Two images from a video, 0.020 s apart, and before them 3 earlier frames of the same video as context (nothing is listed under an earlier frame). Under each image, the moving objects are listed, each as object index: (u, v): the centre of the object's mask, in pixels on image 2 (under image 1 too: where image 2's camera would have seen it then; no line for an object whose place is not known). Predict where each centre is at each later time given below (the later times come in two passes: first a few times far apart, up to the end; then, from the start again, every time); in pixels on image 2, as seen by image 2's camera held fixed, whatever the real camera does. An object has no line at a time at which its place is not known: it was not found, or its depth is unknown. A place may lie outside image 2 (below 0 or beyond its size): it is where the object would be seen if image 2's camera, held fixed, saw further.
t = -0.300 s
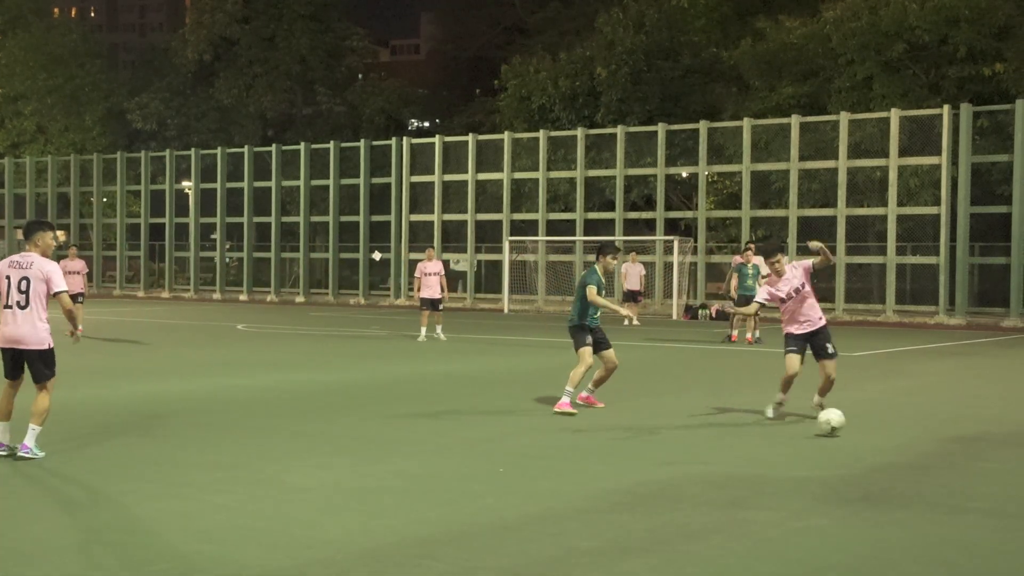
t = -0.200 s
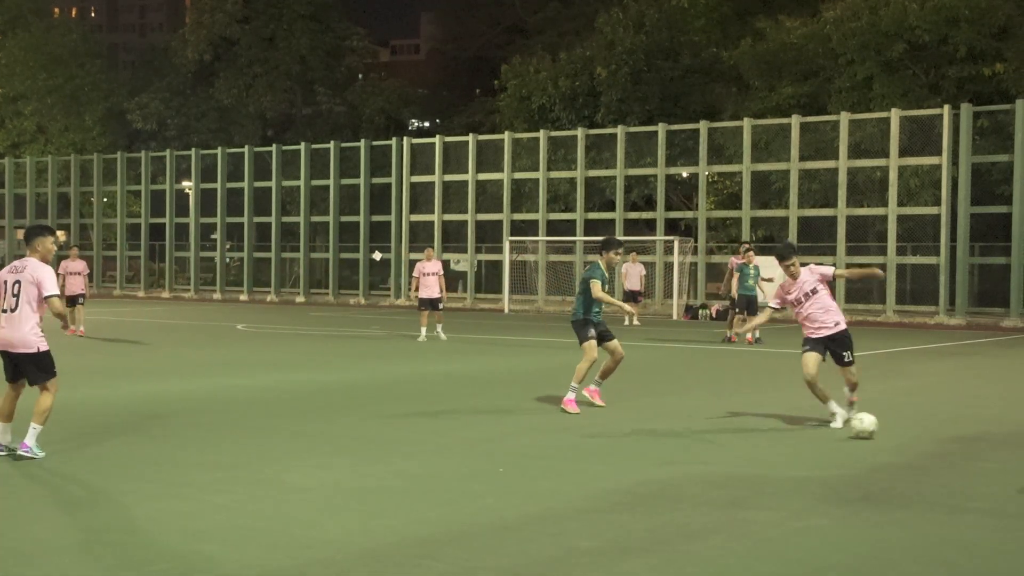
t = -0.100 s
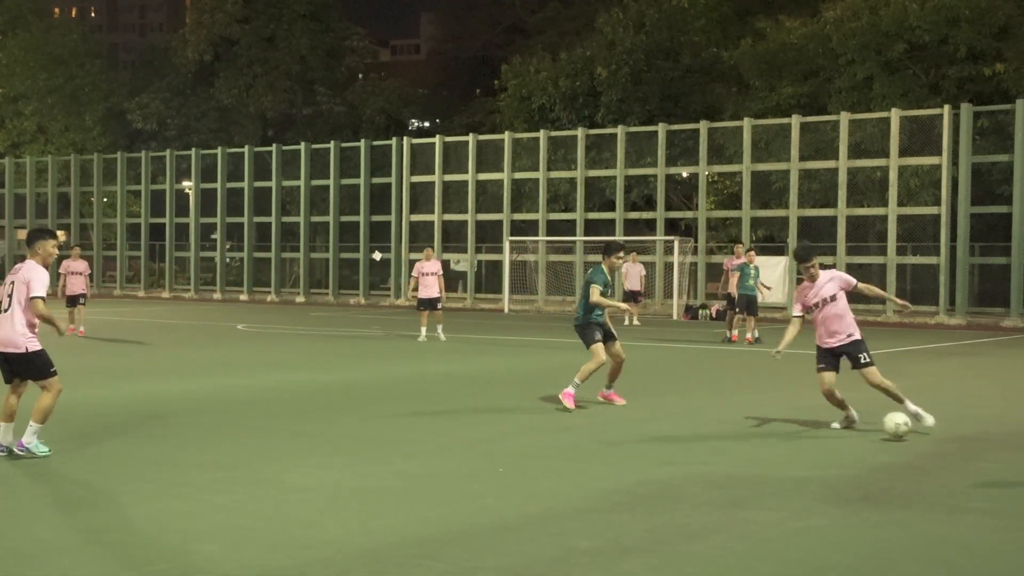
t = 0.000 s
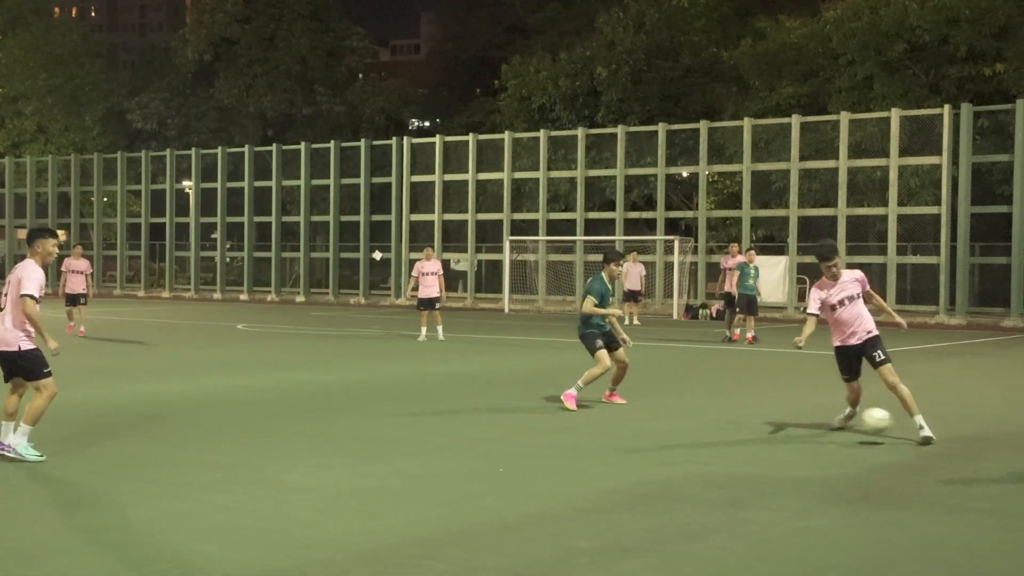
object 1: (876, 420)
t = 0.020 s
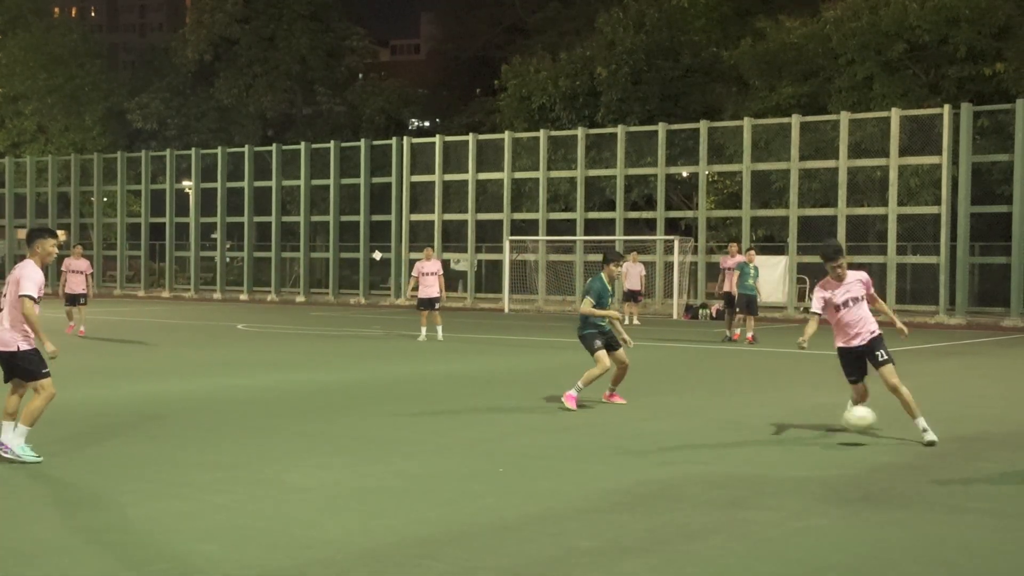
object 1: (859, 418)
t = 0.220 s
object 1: (680, 424)
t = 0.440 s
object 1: (478, 446)
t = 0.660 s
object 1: (297, 478)
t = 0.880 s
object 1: (129, 481)
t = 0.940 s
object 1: (80, 494)
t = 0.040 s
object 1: (842, 417)
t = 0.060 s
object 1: (825, 415)
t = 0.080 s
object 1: (809, 412)
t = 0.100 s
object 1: (791, 415)
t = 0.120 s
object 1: (773, 415)
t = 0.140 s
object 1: (754, 416)
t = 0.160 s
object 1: (736, 418)
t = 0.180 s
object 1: (717, 420)
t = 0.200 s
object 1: (700, 422)
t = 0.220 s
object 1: (680, 424)
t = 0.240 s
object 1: (658, 429)
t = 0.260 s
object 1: (638, 434)
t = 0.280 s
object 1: (617, 439)
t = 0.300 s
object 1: (597, 443)
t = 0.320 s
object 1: (575, 450)
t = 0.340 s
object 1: (554, 457)
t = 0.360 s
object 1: (538, 454)
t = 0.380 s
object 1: (523, 451)
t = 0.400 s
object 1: (509, 449)
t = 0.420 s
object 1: (494, 447)
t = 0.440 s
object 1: (478, 446)
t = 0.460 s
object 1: (464, 445)
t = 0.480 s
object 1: (449, 445)
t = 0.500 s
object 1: (433, 446)
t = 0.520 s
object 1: (416, 447)
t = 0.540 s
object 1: (401, 449)
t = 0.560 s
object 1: (385, 453)
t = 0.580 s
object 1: (368, 455)
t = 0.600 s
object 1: (351, 460)
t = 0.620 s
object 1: (333, 465)
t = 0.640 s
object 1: (315, 471)
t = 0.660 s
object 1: (297, 478)
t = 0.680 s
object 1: (283, 476)
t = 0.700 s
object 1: (268, 475)
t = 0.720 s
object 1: (254, 472)
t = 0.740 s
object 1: (238, 471)
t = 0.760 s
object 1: (224, 470)
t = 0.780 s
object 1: (208, 470)
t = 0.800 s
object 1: (192, 471)
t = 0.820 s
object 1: (177, 472)
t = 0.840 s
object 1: (162, 475)
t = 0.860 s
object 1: (145, 478)
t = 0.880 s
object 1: (129, 481)
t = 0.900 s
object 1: (111, 486)
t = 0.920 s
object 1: (95, 492)
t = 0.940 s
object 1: (80, 494)
